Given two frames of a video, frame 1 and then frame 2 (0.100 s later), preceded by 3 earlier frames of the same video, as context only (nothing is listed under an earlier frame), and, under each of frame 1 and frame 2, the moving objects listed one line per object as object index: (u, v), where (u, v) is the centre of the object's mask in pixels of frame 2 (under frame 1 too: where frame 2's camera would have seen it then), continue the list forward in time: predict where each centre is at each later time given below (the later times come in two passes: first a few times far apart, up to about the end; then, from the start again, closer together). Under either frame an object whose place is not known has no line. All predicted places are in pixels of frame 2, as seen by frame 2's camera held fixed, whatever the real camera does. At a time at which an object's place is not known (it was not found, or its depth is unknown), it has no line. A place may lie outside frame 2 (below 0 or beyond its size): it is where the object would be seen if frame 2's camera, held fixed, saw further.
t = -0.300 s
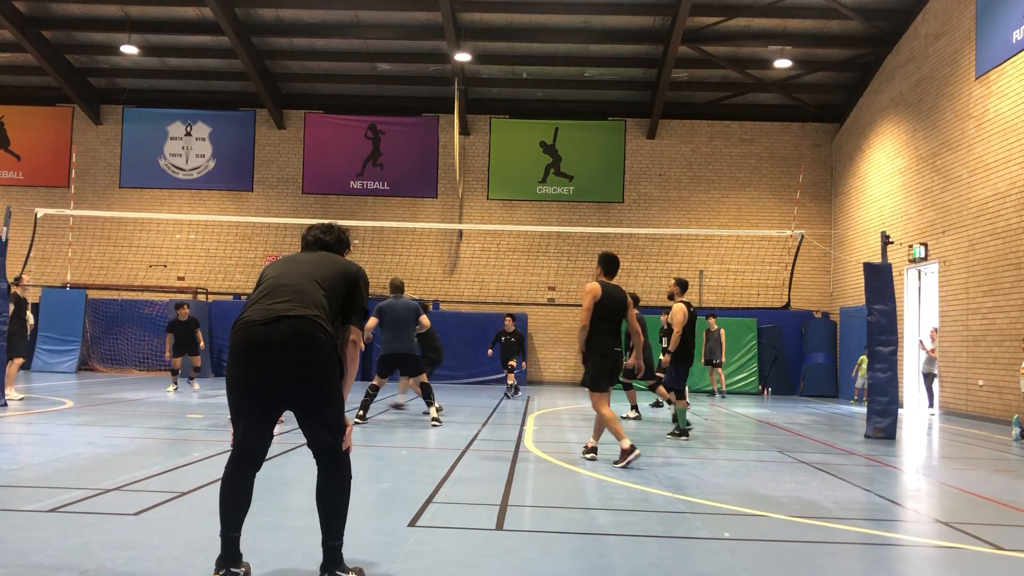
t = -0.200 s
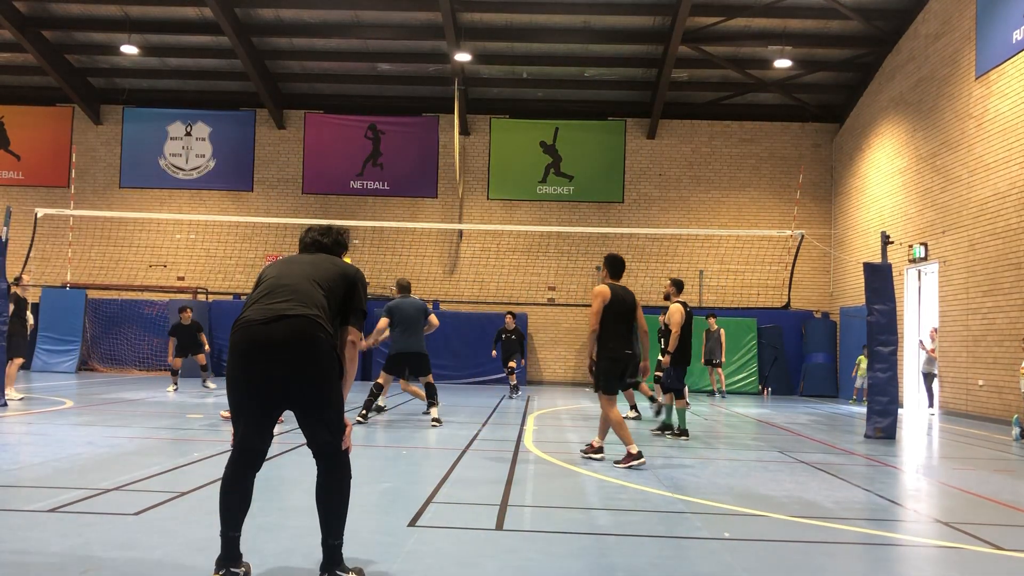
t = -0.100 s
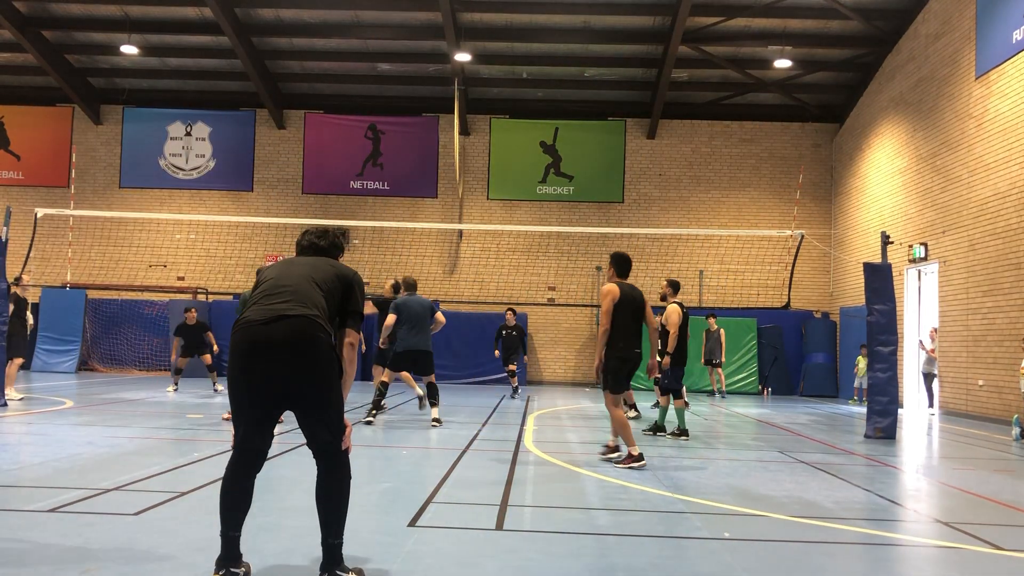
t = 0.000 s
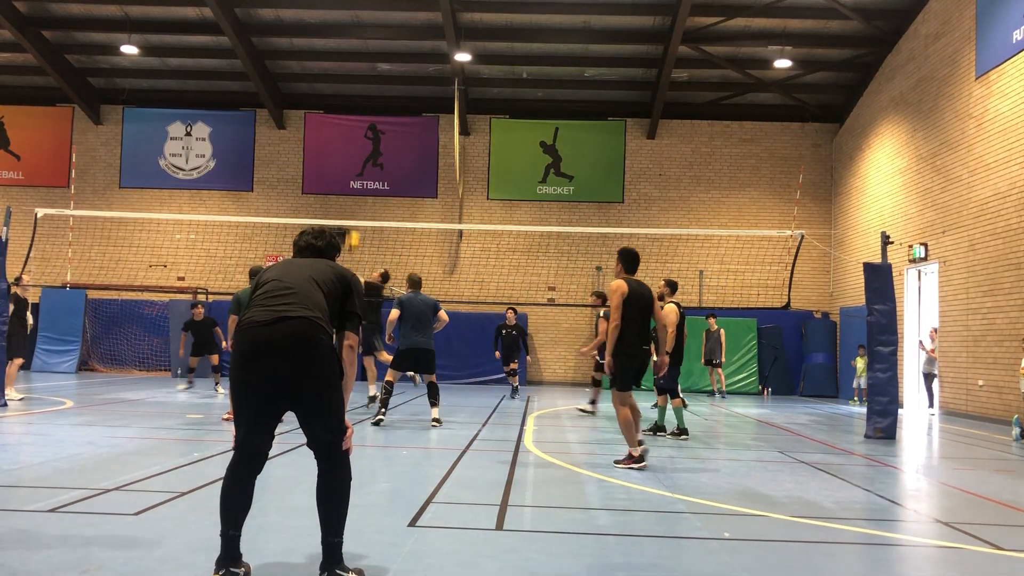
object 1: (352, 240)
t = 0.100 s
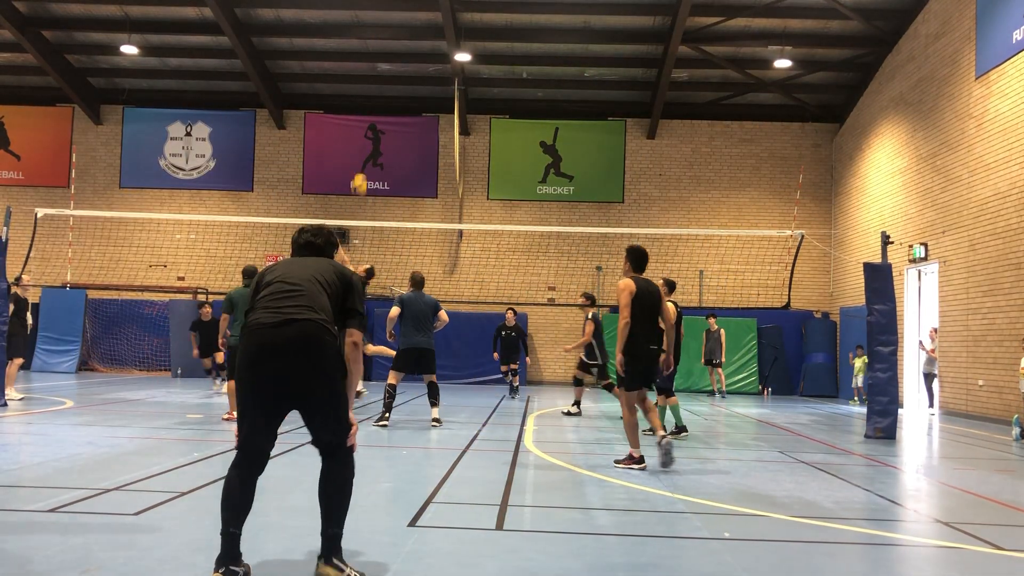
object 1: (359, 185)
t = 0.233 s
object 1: (368, 121)
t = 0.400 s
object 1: (378, 62)
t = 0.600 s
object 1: (389, 18)
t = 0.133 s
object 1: (361, 167)
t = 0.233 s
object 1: (368, 121)
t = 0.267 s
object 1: (370, 107)
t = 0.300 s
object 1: (372, 95)
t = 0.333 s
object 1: (374, 83)
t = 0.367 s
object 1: (375, 73)
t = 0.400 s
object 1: (378, 62)
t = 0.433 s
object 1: (379, 53)
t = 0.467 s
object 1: (382, 44)
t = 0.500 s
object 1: (384, 36)
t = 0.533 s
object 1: (385, 29)
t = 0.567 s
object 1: (387, 23)
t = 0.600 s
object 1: (389, 18)
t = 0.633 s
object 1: (391, 13)
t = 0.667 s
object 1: (392, 9)
